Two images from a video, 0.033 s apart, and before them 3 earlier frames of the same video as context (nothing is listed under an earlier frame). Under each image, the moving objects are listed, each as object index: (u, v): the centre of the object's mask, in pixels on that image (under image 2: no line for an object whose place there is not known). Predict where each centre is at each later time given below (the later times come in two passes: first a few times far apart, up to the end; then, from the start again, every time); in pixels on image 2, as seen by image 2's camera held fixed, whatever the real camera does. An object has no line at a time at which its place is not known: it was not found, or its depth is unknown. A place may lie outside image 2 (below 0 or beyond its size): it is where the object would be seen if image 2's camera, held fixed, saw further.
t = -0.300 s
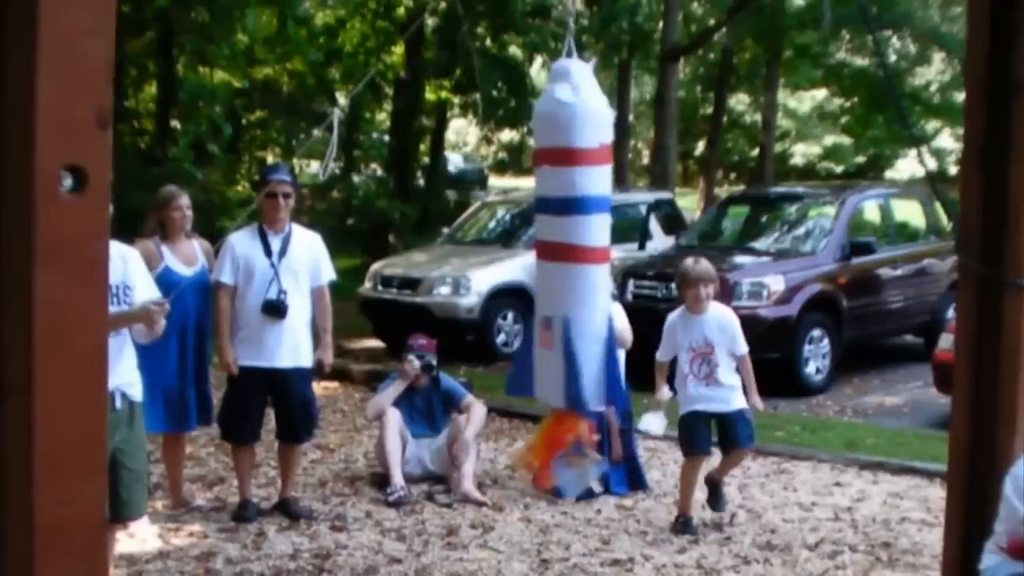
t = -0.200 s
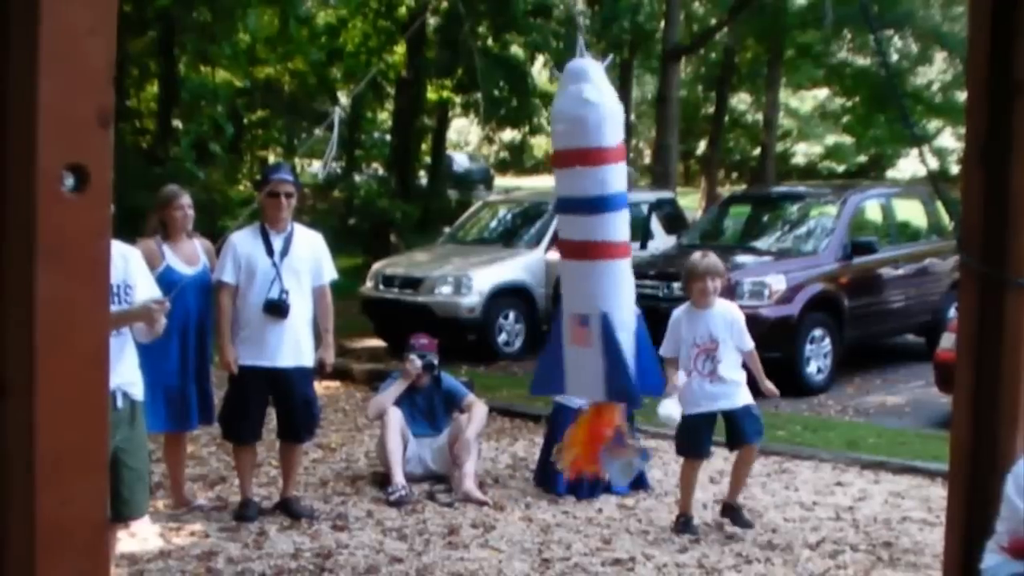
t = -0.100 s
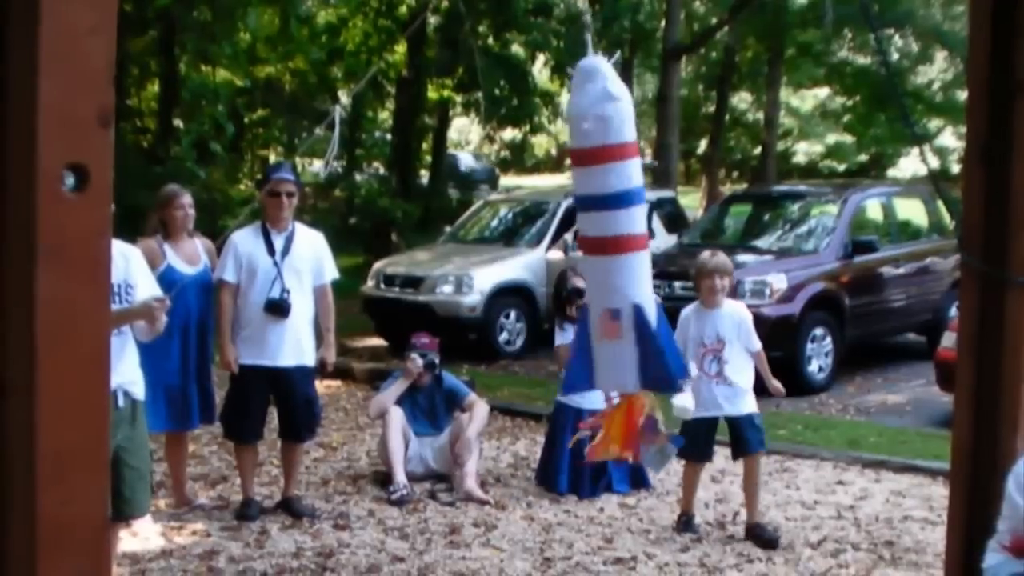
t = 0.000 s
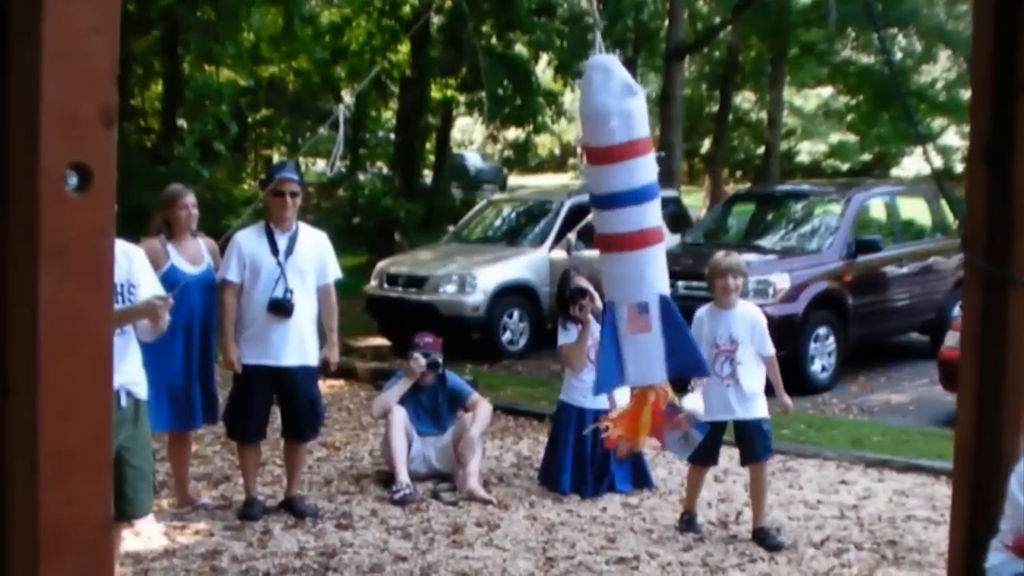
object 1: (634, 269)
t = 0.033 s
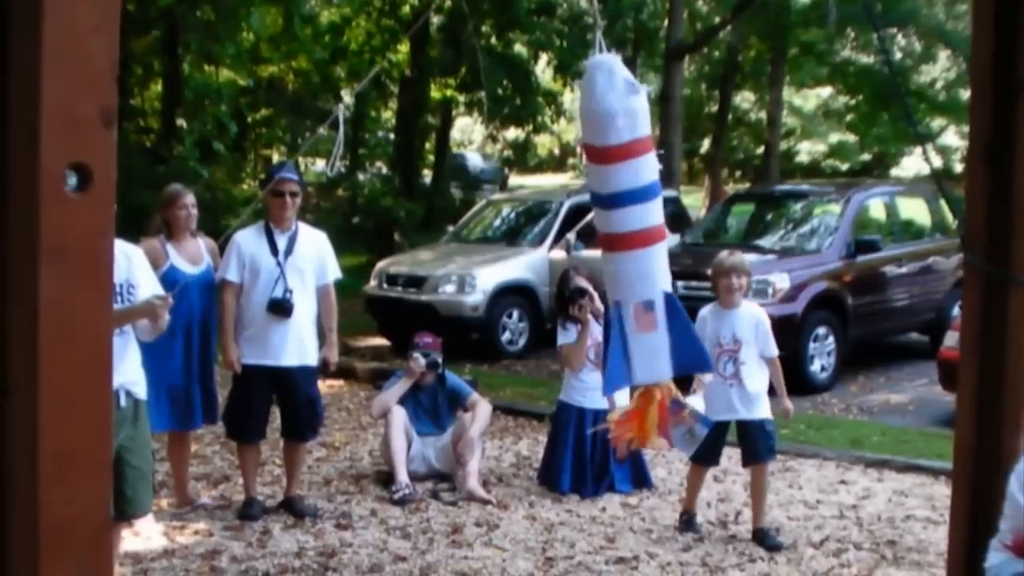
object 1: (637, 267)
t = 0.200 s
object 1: (637, 242)
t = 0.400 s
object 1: (619, 248)
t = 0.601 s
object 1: (584, 298)
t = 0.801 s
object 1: (533, 285)
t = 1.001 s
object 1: (493, 275)
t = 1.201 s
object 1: (485, 265)
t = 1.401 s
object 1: (504, 276)
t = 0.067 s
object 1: (639, 263)
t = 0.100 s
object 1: (637, 248)
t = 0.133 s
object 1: (638, 247)
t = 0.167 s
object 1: (638, 245)
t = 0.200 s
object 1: (637, 242)
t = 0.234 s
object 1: (635, 243)
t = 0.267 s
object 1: (634, 246)
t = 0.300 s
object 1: (632, 246)
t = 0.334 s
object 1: (628, 247)
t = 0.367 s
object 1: (623, 245)
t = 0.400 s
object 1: (619, 248)
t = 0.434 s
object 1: (615, 253)
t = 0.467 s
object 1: (609, 257)
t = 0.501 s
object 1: (604, 266)
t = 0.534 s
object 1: (595, 296)
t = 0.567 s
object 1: (590, 297)
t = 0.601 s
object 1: (584, 298)
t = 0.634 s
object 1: (578, 300)
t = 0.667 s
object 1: (572, 301)
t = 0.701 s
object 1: (564, 306)
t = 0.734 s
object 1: (557, 307)
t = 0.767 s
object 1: (541, 288)
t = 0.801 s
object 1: (533, 285)
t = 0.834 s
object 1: (526, 283)
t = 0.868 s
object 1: (519, 280)
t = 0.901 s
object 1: (512, 283)
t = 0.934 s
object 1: (505, 282)
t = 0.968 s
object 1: (498, 278)
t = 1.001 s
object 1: (493, 275)
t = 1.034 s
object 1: (489, 274)
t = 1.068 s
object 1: (487, 270)
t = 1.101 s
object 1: (485, 267)
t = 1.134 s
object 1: (485, 266)
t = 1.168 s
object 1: (484, 266)
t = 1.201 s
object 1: (485, 265)
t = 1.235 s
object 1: (485, 267)
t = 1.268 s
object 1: (486, 271)
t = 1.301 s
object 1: (488, 274)
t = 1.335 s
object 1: (494, 274)
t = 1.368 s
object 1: (499, 274)
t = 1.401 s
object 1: (504, 276)
